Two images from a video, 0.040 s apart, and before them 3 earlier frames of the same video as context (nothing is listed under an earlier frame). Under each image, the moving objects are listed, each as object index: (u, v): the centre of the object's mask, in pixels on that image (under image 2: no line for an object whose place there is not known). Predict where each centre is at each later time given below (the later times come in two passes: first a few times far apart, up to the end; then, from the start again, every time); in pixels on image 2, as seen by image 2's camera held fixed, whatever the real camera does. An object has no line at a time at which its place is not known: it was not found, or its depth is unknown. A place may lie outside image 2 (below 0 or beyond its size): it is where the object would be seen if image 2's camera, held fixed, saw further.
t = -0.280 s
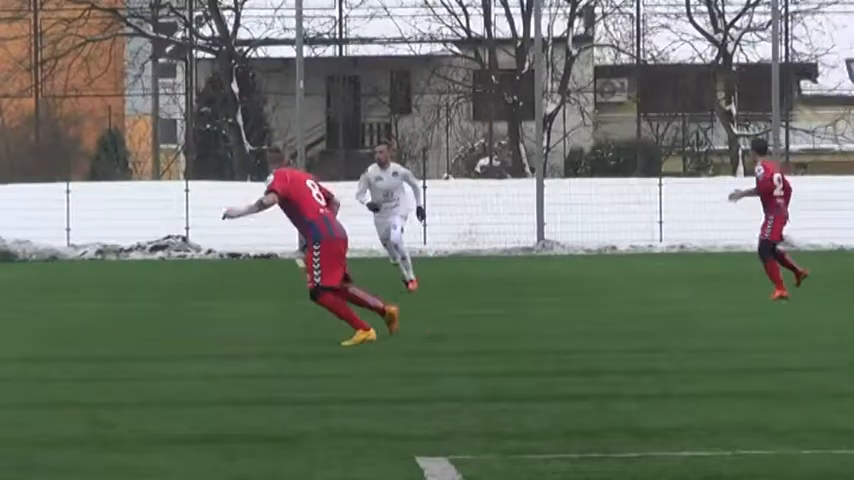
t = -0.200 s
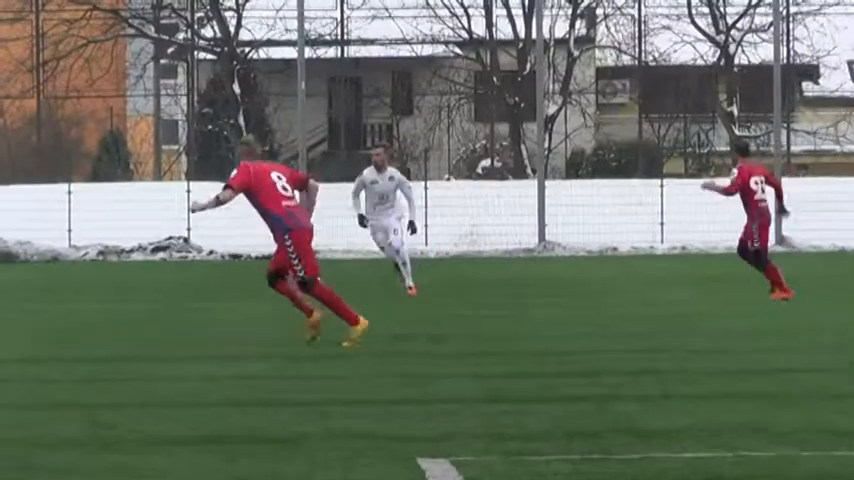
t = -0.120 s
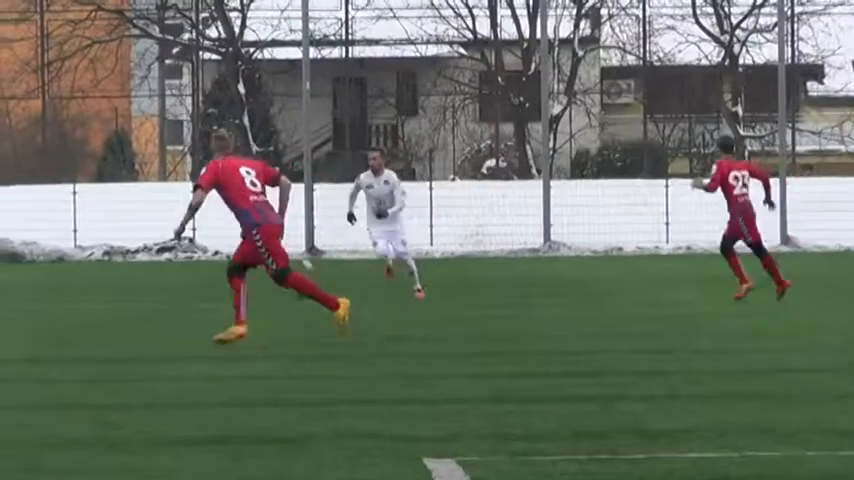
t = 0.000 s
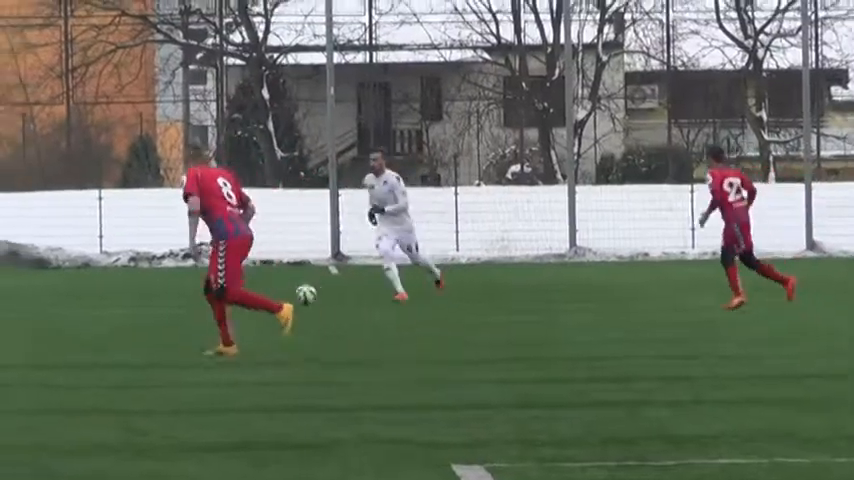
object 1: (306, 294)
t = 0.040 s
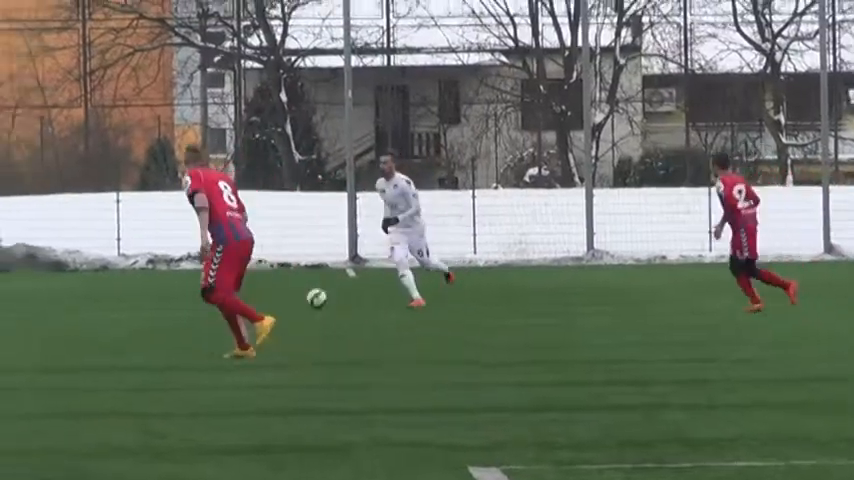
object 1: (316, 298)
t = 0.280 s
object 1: (276, 301)
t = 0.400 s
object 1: (256, 303)
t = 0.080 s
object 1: (310, 301)
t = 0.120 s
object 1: (303, 299)
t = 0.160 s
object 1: (296, 299)
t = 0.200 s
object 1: (290, 300)
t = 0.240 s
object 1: (283, 302)
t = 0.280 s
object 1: (276, 301)
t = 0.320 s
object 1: (270, 301)
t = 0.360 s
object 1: (263, 302)
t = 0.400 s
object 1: (256, 303)
